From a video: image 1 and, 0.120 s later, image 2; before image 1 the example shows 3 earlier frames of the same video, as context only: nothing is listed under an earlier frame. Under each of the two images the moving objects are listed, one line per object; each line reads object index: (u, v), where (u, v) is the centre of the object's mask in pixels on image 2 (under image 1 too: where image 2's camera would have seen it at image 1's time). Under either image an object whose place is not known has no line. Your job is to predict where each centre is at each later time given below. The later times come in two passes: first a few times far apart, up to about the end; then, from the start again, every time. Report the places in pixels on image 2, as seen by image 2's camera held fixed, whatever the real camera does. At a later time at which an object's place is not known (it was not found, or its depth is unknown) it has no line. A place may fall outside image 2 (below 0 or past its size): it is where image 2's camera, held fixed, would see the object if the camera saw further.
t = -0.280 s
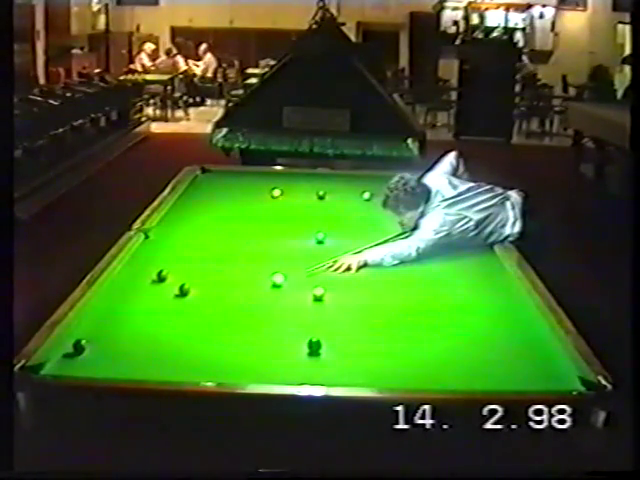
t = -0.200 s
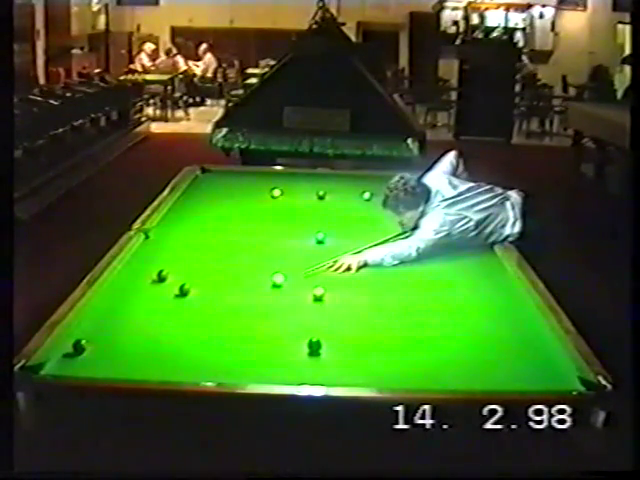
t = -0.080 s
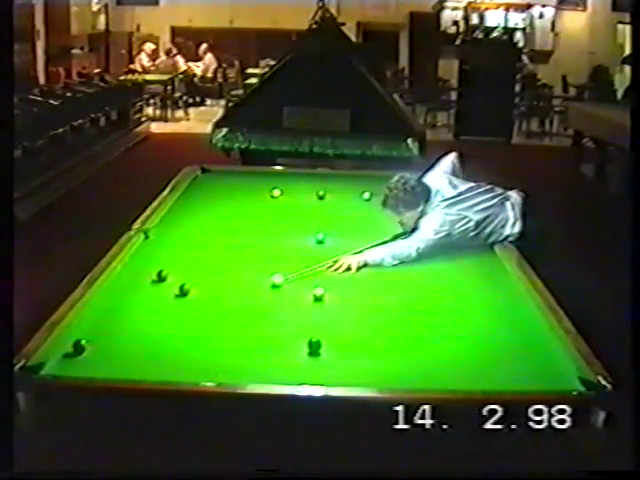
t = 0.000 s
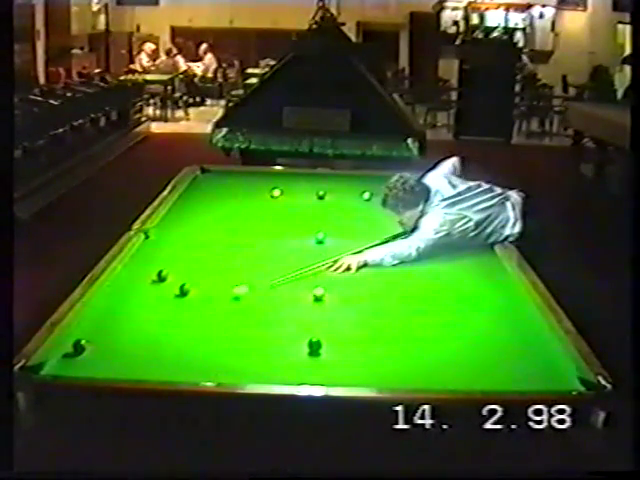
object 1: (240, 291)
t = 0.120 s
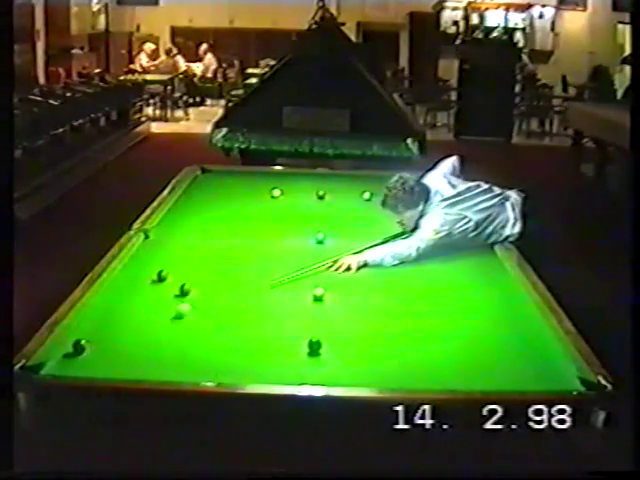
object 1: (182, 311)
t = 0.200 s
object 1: (143, 323)
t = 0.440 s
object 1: (82, 339)
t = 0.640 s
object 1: (118, 341)
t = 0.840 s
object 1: (153, 343)
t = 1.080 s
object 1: (193, 346)
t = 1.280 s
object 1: (225, 347)
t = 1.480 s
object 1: (255, 349)
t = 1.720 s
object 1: (291, 350)
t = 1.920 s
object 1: (319, 352)
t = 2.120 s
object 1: (344, 354)
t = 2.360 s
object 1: (373, 357)
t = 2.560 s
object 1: (396, 359)
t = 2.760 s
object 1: (417, 360)
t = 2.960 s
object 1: (437, 362)
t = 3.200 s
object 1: (459, 364)
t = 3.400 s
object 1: (476, 365)
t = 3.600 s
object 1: (491, 367)
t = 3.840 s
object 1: (508, 368)
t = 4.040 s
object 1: (521, 370)
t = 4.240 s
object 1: (532, 370)
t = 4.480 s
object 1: (542, 371)
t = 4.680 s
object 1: (550, 371)
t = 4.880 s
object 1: (557, 371)
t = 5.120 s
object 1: (561, 372)
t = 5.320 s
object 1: (564, 372)
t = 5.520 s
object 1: (566, 372)
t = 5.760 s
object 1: (566, 372)
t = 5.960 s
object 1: (566, 372)
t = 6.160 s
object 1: (566, 372)
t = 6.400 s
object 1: (566, 372)
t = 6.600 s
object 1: (565, 372)
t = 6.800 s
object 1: (565, 372)
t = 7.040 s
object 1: (565, 372)
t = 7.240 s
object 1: (565, 372)
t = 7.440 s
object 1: (565, 371)
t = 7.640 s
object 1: (565, 371)
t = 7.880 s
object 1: (565, 371)
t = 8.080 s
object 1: (565, 371)
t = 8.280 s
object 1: (565, 371)
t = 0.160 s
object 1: (162, 316)
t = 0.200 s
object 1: (143, 323)
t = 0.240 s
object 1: (126, 328)
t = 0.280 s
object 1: (109, 334)
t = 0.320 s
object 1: (94, 338)
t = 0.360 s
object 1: (81, 339)
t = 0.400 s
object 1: (70, 343)
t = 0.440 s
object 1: (82, 339)
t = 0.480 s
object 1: (89, 341)
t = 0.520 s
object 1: (97, 341)
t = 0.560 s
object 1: (104, 341)
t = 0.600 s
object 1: (111, 341)
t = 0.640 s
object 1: (118, 341)
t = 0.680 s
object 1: (125, 342)
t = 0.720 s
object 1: (132, 342)
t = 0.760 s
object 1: (139, 342)
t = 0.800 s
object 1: (146, 342)
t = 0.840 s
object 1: (153, 343)
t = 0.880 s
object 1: (159, 344)
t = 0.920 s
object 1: (166, 343)
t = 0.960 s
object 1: (173, 344)
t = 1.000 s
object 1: (180, 344)
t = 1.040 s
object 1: (186, 345)
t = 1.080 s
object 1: (193, 346)
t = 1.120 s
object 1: (199, 346)
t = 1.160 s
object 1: (206, 346)
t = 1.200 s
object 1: (212, 346)
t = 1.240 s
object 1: (218, 348)
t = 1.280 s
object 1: (225, 347)
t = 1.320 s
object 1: (231, 348)
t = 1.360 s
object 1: (237, 348)
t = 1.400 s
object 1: (243, 348)
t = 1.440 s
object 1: (249, 349)
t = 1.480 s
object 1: (255, 349)
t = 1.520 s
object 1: (261, 349)
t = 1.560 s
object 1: (267, 350)
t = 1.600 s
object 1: (273, 350)
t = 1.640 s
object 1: (280, 350)
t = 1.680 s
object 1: (285, 350)
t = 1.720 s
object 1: (291, 350)
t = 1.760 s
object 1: (297, 350)
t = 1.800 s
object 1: (302, 351)
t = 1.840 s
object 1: (309, 350)
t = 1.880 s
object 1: (314, 352)
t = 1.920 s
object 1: (319, 352)
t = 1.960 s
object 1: (324, 353)
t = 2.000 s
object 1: (329, 354)
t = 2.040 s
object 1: (334, 353)
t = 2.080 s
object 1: (339, 354)
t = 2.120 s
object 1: (344, 354)
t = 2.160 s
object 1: (349, 355)
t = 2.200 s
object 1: (354, 355)
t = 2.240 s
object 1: (358, 356)
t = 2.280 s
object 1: (364, 356)
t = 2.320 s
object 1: (368, 356)
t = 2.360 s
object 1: (373, 357)
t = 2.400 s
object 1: (378, 357)
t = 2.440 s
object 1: (383, 358)
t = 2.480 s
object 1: (387, 358)
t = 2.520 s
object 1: (392, 359)
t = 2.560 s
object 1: (396, 359)
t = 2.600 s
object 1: (400, 359)
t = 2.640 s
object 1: (405, 359)
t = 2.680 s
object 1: (409, 360)
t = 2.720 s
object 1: (413, 360)
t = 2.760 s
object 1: (417, 360)
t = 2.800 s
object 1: (421, 361)
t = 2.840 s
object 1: (426, 361)
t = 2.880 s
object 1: (429, 361)
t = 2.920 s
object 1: (433, 362)
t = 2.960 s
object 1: (437, 362)
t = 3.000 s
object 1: (441, 362)
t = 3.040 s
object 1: (445, 363)
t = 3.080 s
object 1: (449, 363)
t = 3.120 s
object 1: (452, 363)
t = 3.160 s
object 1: (456, 364)
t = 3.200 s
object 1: (459, 364)
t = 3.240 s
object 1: (462, 364)
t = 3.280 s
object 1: (466, 364)
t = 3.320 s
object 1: (469, 365)
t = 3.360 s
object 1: (472, 365)
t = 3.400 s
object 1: (476, 365)
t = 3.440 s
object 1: (479, 365)
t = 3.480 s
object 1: (482, 366)
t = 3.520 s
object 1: (485, 366)
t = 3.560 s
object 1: (488, 366)
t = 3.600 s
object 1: (491, 367)
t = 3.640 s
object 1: (494, 367)
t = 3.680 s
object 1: (497, 367)
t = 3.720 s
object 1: (499, 368)
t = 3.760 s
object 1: (502, 368)
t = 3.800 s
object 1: (505, 368)
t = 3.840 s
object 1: (508, 368)
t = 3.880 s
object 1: (510, 368)
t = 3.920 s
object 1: (513, 369)
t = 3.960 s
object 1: (515, 369)
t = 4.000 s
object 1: (518, 369)
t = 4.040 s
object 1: (521, 370)
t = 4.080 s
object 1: (523, 370)
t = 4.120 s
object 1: (525, 370)
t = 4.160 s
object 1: (527, 370)
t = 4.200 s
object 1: (529, 370)
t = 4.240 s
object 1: (532, 370)
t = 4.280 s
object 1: (533, 370)
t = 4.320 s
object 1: (535, 370)
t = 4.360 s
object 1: (537, 371)
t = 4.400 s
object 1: (538, 370)
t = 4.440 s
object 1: (540, 371)
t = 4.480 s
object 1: (542, 371)
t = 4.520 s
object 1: (544, 371)
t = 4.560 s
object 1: (545, 371)
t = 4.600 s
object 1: (547, 371)
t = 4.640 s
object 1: (549, 371)
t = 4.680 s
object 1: (550, 371)
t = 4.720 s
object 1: (551, 372)
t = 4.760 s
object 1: (552, 371)
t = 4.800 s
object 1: (554, 371)
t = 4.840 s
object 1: (555, 372)
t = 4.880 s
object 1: (557, 371)
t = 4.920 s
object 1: (557, 372)
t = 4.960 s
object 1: (558, 372)
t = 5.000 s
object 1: (559, 372)
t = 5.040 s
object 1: (560, 372)
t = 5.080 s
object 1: (560, 372)
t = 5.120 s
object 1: (561, 372)
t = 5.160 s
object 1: (562, 372)
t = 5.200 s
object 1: (562, 372)
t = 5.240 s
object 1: (564, 372)
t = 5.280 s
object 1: (564, 372)
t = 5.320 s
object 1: (564, 372)
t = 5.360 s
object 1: (564, 372)
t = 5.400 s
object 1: (565, 372)
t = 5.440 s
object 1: (565, 372)
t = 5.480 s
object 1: (565, 372)
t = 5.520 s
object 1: (566, 372)
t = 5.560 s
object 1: (566, 372)
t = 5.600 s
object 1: (566, 372)
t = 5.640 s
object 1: (566, 372)
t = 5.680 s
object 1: (566, 372)
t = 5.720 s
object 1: (566, 372)
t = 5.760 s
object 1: (566, 372)
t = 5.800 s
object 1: (566, 372)
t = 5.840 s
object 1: (566, 372)
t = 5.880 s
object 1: (566, 371)
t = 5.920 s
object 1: (566, 372)
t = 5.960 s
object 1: (566, 372)
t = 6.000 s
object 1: (566, 372)
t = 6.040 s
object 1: (566, 372)
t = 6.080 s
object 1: (566, 372)
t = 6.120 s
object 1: (566, 372)
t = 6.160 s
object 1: (566, 372)
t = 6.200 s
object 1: (566, 372)
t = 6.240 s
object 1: (566, 372)
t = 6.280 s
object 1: (566, 372)
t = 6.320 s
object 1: (566, 372)
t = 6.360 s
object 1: (566, 372)
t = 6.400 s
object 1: (566, 372)
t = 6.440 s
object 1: (566, 372)
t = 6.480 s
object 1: (565, 372)
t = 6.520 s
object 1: (565, 372)
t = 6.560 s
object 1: (566, 372)
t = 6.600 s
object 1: (565, 372)
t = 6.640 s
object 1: (566, 372)
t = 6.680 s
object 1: (565, 372)
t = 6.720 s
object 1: (566, 372)
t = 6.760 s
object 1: (565, 372)
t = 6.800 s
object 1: (565, 372)
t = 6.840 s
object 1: (565, 371)
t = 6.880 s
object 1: (565, 371)
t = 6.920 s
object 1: (565, 372)
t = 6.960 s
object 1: (565, 372)
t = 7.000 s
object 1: (565, 371)
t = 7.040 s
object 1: (565, 372)
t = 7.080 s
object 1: (565, 371)
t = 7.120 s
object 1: (565, 371)
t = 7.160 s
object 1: (565, 372)
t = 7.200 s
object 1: (565, 372)
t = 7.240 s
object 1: (565, 372)
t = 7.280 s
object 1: (565, 372)
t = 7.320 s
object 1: (565, 372)
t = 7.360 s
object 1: (565, 372)
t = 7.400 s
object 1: (565, 372)
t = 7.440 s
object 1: (565, 371)
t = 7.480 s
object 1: (565, 371)
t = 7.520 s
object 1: (565, 371)
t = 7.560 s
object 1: (565, 371)
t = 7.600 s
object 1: (565, 371)
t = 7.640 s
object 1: (565, 371)
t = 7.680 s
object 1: (565, 371)
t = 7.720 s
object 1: (565, 371)
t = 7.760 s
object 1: (565, 371)
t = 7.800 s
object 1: (565, 371)
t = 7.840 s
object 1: (565, 371)
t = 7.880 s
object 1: (565, 371)
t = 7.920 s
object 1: (565, 371)
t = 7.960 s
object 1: (565, 371)
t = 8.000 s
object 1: (565, 371)
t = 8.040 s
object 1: (565, 371)
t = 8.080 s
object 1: (565, 371)
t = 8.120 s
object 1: (565, 371)
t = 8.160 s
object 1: (565, 371)
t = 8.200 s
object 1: (565, 371)
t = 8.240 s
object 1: (565, 371)
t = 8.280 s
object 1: (565, 371)
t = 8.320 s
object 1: (565, 371)
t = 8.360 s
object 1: (565, 371)
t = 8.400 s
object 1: (565, 371)
